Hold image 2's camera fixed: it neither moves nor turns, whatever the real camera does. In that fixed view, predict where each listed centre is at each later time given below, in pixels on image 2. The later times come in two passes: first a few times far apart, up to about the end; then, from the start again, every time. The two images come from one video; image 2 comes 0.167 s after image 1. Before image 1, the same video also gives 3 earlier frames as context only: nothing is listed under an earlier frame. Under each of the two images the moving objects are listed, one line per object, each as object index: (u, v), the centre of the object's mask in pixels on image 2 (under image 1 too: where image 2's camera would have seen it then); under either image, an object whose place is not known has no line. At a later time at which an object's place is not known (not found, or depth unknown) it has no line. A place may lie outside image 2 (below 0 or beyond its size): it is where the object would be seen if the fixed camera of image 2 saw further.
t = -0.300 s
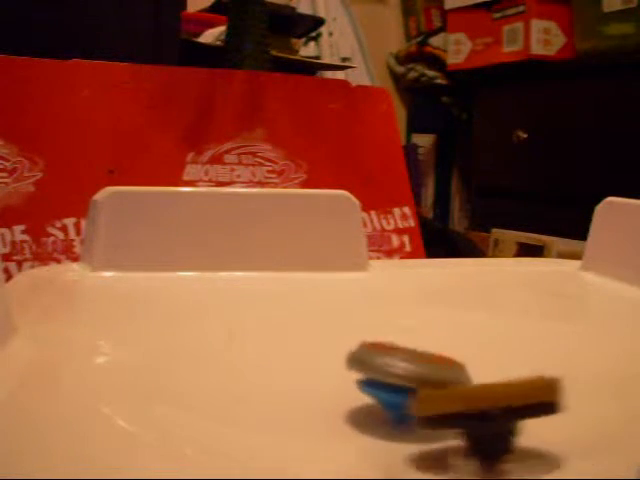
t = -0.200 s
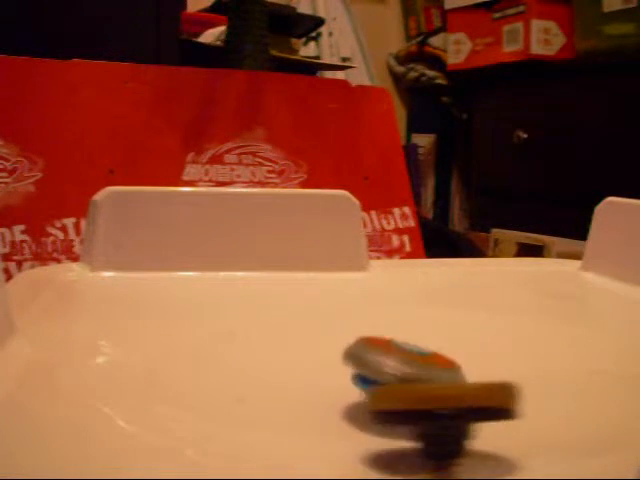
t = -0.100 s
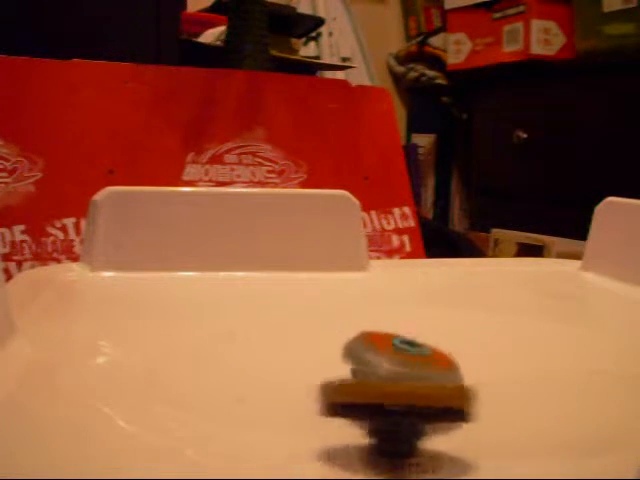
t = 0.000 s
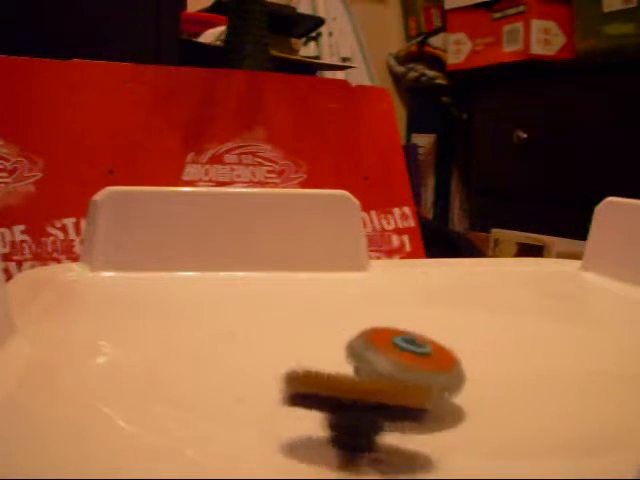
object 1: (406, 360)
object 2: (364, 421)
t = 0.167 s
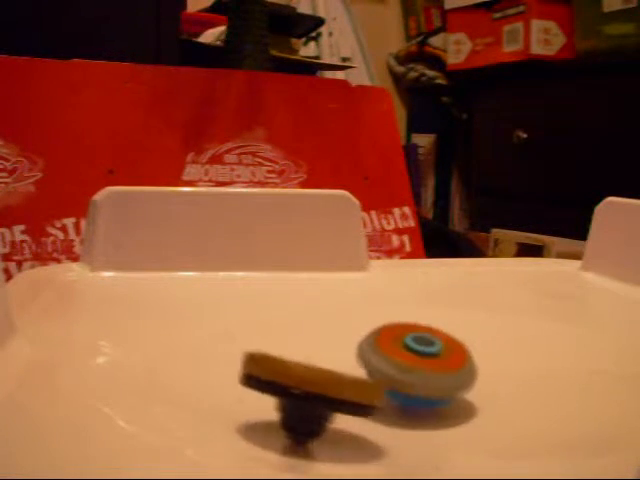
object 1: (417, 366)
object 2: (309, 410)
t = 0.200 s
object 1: (420, 365)
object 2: (302, 407)
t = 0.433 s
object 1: (446, 365)
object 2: (279, 381)
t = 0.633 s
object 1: (465, 368)
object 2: (293, 361)
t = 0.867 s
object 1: (463, 375)
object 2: (337, 346)
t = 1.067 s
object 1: (445, 382)
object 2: (385, 329)
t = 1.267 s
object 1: (424, 382)
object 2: (440, 320)
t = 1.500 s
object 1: (399, 377)
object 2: (492, 332)
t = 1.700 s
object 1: (398, 370)
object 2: (544, 347)
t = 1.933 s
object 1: (419, 365)
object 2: (583, 368)
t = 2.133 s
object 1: (445, 365)
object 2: (580, 386)
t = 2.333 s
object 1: (460, 365)
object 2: (542, 402)
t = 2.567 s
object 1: (440, 329)
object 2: (492, 422)
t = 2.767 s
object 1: (417, 335)
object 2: (466, 426)
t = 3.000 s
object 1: (392, 344)
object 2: (372, 411)
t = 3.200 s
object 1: (423, 352)
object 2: (243, 351)
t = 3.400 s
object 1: (432, 358)
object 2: (245, 334)
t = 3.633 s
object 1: (477, 375)
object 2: (335, 330)
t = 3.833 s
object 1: (547, 397)
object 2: (384, 312)
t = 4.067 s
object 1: (494, 391)
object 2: (493, 324)
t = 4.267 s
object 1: (457, 381)
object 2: (599, 342)
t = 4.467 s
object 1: (396, 366)
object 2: (595, 353)
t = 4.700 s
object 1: (361, 354)
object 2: (525, 389)
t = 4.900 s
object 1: (375, 360)
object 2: (507, 419)
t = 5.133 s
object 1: (405, 369)
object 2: (490, 430)
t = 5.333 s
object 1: (481, 360)
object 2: (451, 423)
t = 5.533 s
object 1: (529, 375)
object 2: (396, 403)
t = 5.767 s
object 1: (507, 379)
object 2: (353, 374)
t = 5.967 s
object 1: (468, 382)
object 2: (339, 341)
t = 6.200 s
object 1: (395, 391)
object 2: (351, 326)
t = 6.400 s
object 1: (367, 390)
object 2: (387, 322)
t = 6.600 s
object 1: (384, 392)
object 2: (447, 353)
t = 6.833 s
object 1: (377, 376)
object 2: (578, 385)
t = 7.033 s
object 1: (357, 359)
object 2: (596, 394)
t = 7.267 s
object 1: (360, 362)
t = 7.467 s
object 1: (353, 368)
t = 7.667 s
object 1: (328, 344)
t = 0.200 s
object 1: (420, 365)
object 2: (302, 407)
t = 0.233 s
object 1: (423, 365)
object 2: (297, 403)
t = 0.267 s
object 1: (426, 365)
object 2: (292, 400)
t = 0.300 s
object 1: (429, 365)
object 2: (288, 396)
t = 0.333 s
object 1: (433, 365)
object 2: (285, 392)
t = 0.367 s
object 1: (437, 365)
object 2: (282, 389)
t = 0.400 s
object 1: (442, 365)
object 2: (280, 385)
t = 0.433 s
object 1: (446, 365)
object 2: (279, 381)
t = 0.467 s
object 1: (450, 365)
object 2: (280, 378)
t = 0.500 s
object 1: (454, 366)
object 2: (281, 374)
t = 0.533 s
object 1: (457, 366)
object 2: (283, 371)
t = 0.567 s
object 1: (460, 367)
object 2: (285, 367)
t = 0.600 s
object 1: (462, 367)
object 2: (289, 364)
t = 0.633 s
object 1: (465, 368)
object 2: (293, 361)
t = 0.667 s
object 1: (466, 369)
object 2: (298, 359)
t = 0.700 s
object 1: (466, 370)
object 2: (303, 356)
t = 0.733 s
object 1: (466, 371)
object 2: (309, 354)
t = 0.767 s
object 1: (466, 371)
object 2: (315, 352)
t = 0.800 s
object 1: (465, 372)
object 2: (322, 350)
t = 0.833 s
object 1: (464, 373)
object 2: (329, 348)
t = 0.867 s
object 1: (463, 375)
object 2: (337, 346)
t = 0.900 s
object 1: (461, 375)
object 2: (345, 344)
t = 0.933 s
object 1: (459, 376)
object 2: (352, 341)
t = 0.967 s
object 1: (455, 378)
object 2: (360, 339)
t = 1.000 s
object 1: (453, 379)
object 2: (368, 336)
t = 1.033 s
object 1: (449, 380)
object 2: (376, 332)
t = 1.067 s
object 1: (445, 382)
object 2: (385, 329)
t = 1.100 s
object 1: (440, 382)
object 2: (398, 321)
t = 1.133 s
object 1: (437, 383)
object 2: (407, 320)
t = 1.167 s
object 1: (431, 382)
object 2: (415, 319)
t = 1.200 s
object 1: (429, 382)
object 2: (424, 319)
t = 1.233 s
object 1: (426, 383)
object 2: (432, 320)
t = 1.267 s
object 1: (424, 382)
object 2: (440, 320)
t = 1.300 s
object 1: (419, 382)
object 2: (449, 321)
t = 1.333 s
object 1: (415, 382)
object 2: (457, 322)
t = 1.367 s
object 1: (411, 382)
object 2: (464, 324)
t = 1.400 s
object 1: (406, 380)
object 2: (471, 325)
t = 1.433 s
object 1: (404, 380)
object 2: (478, 327)
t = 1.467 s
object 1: (401, 378)
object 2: (485, 329)
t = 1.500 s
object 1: (399, 377)
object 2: (492, 332)
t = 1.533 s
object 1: (398, 376)
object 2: (500, 334)
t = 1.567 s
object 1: (396, 375)
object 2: (509, 337)
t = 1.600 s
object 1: (395, 374)
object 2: (518, 339)
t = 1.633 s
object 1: (396, 372)
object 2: (526, 342)
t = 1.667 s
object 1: (397, 371)
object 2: (535, 345)
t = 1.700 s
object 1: (398, 370)
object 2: (544, 347)
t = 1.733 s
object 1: (400, 368)
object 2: (552, 350)
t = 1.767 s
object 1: (402, 367)
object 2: (560, 353)
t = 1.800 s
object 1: (404, 366)
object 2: (567, 357)
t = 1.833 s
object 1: (408, 366)
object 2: (573, 360)
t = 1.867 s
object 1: (411, 365)
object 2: (578, 362)
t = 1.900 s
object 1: (415, 365)
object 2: (581, 365)
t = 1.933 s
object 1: (419, 365)
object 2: (583, 368)
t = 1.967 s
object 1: (422, 365)
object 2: (584, 371)
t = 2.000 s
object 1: (427, 365)
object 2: (585, 375)
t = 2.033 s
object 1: (430, 364)
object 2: (585, 378)
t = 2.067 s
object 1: (435, 364)
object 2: (584, 381)
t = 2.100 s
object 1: (440, 365)
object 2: (582, 384)
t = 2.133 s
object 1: (445, 365)
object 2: (580, 386)
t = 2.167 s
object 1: (449, 365)
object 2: (577, 389)
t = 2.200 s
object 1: (453, 365)
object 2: (574, 391)
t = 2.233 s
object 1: (455, 366)
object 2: (568, 394)
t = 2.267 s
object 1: (458, 366)
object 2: (560, 397)
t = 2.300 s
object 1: (459, 366)
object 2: (551, 400)
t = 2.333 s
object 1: (460, 365)
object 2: (542, 402)
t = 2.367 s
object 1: (461, 364)
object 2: (531, 405)
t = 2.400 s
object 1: (462, 362)
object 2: (519, 410)
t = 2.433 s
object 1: (459, 356)
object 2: (515, 417)
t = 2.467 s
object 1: (453, 349)
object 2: (508, 422)
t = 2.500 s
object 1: (447, 338)
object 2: (501, 423)
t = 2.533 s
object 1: (443, 332)
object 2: (495, 423)
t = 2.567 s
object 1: (440, 329)
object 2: (492, 422)
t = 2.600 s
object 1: (436, 327)
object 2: (491, 422)
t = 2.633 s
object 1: (433, 328)
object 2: (490, 422)
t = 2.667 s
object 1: (430, 329)
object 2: (488, 421)
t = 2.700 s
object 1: (426, 330)
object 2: (484, 421)
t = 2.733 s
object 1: (422, 333)
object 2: (478, 421)
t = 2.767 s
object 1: (417, 335)
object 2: (466, 426)
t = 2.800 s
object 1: (413, 336)
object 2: (456, 427)
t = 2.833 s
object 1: (409, 338)
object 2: (438, 422)
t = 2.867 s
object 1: (404, 340)
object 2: (428, 425)
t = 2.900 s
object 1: (401, 342)
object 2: (415, 424)
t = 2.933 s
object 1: (397, 343)
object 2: (403, 422)
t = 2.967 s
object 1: (394, 344)
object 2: (387, 417)
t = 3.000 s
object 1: (392, 344)
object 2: (372, 411)
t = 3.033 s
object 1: (391, 345)
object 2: (360, 404)
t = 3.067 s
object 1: (394, 344)
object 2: (332, 394)
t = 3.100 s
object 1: (403, 349)
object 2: (304, 383)
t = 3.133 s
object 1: (412, 350)
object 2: (278, 373)
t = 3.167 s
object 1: (419, 351)
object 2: (258, 362)
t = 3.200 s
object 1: (423, 352)
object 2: (243, 351)
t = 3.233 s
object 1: (426, 353)
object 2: (235, 343)
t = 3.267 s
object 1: (429, 354)
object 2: (231, 337)
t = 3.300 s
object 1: (430, 355)
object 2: (231, 333)
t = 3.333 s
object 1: (431, 356)
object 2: (232, 331)
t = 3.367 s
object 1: (432, 357)
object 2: (237, 332)
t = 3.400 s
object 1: (432, 358)
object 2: (245, 334)
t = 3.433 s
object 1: (433, 360)
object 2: (256, 336)
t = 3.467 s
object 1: (434, 361)
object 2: (270, 339)
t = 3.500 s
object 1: (435, 362)
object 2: (285, 343)
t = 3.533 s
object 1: (435, 363)
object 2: (303, 346)
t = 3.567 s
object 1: (435, 364)
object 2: (324, 348)
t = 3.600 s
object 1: (449, 366)
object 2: (333, 340)
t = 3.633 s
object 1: (477, 375)
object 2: (335, 330)
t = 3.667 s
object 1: (503, 383)
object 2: (340, 322)
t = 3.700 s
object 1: (523, 389)
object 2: (348, 315)
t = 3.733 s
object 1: (538, 392)
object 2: (358, 312)
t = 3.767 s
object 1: (547, 394)
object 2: (367, 310)
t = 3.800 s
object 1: (549, 395)
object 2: (376, 311)
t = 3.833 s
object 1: (547, 397)
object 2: (384, 312)
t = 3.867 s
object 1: (542, 396)
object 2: (394, 316)
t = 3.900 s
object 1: (537, 397)
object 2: (405, 320)
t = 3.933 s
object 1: (529, 396)
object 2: (419, 325)
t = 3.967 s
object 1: (520, 397)
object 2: (435, 330)
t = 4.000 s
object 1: (514, 394)
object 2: (451, 332)
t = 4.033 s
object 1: (503, 392)
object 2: (468, 329)
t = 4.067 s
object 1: (494, 391)
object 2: (493, 324)
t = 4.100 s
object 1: (491, 387)
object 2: (521, 329)
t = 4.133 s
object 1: (481, 388)
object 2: (544, 336)
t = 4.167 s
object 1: (477, 385)
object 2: (563, 341)
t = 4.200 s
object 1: (471, 384)
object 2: (580, 343)
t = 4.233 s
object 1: (464, 383)
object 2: (591, 344)
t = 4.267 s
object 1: (457, 381)
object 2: (599, 342)
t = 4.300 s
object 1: (446, 379)
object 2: (603, 343)
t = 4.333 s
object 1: (437, 376)
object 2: (606, 342)
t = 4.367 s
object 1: (426, 374)
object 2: (606, 344)
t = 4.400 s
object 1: (416, 372)
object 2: (603, 346)
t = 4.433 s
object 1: (406, 368)
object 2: (600, 349)
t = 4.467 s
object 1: (396, 366)
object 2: (595, 353)
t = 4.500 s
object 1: (388, 363)
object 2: (588, 358)
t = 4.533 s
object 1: (381, 360)
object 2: (581, 362)
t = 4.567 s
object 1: (376, 358)
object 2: (568, 367)
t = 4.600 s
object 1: (368, 356)
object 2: (554, 372)
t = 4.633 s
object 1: (364, 355)
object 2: (542, 377)
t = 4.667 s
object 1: (362, 354)
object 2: (533, 383)
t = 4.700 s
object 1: (361, 354)
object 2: (525, 389)
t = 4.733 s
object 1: (362, 353)
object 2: (519, 394)
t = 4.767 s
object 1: (364, 355)
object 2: (515, 400)
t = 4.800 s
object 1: (366, 354)
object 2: (512, 405)
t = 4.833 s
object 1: (367, 355)
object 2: (510, 411)
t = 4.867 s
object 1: (371, 357)
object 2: (509, 415)
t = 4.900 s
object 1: (375, 360)
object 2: (507, 419)
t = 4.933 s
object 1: (378, 362)
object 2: (505, 423)
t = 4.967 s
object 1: (381, 365)
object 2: (504, 425)
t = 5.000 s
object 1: (385, 367)
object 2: (503, 427)
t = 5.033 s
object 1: (389, 369)
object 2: (502, 428)
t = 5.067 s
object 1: (394, 370)
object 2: (499, 429)
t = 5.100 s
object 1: (399, 369)
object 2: (494, 429)
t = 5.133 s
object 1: (405, 369)
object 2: (490, 430)
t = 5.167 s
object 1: (415, 366)
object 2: (486, 419)
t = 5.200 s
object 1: (427, 363)
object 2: (479, 419)
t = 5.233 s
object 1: (441, 361)
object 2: (472, 419)
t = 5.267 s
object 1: (454, 360)
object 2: (462, 427)
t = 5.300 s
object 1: (469, 359)
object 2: (456, 426)
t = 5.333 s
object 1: (481, 360)
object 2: (451, 423)
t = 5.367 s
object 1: (498, 366)
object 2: (440, 421)
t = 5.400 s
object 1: (509, 372)
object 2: (428, 413)
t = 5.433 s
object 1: (515, 376)
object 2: (419, 414)
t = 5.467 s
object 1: (521, 375)
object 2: (410, 408)
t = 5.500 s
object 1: (525, 377)
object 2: (402, 405)
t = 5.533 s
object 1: (529, 375)
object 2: (396, 403)
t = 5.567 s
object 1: (531, 374)
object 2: (389, 398)
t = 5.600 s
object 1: (531, 374)
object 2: (383, 408)
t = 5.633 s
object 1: (529, 373)
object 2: (376, 401)
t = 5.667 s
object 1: (526, 375)
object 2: (370, 395)
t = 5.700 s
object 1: (521, 374)
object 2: (364, 388)
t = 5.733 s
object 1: (514, 375)
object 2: (358, 381)
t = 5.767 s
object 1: (507, 379)
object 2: (353, 374)
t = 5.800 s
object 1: (500, 381)
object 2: (349, 367)
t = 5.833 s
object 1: (496, 379)
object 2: (346, 360)
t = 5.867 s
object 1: (490, 381)
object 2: (343, 354)
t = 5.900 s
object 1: (484, 380)
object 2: (341, 348)
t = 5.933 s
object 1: (477, 381)
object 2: (340, 344)
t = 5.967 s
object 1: (468, 382)
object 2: (339, 341)
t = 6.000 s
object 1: (459, 382)
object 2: (340, 338)
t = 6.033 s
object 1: (449, 383)
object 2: (341, 336)
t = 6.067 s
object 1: (438, 385)
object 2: (342, 333)
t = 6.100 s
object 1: (426, 386)
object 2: (344, 331)
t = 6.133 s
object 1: (417, 389)
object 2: (346, 330)
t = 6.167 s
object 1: (406, 390)
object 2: (348, 327)
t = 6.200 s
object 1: (395, 391)
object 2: (351, 326)
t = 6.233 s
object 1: (387, 392)
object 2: (355, 324)
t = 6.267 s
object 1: (380, 393)
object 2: (359, 323)
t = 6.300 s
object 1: (374, 394)
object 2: (364, 323)
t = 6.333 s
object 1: (370, 393)
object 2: (370, 323)
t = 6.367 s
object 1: (368, 392)
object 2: (379, 320)
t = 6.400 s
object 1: (367, 390)
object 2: (387, 322)
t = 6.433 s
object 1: (368, 391)
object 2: (396, 325)
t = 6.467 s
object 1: (364, 390)
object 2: (406, 326)
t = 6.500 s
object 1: (370, 389)
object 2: (418, 334)
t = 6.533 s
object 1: (376, 389)
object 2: (427, 339)
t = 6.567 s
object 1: (380, 390)
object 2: (437, 346)
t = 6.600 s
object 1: (384, 392)
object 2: (447, 353)
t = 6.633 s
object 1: (387, 391)
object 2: (461, 361)
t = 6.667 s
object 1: (387, 390)
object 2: (478, 369)
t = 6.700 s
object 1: (384, 388)
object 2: (500, 375)
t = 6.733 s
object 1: (384, 386)
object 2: (523, 379)
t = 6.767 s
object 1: (383, 383)
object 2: (545, 381)
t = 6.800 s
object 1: (380, 380)
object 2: (565, 383)
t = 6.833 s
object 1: (377, 376)
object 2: (578, 385)
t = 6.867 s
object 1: (373, 372)
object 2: (584, 386)
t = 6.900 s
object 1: (369, 368)
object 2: (589, 388)
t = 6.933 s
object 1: (366, 365)
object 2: (592, 389)
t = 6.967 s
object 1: (362, 362)
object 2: (594, 391)
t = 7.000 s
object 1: (359, 360)
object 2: (595, 392)
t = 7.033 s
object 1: (357, 359)
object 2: (596, 394)
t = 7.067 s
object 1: (356, 359)
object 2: (595, 396)
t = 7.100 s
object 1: (355, 358)
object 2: (594, 397)
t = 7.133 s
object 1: (356, 358)
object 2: (593, 399)
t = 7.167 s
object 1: (356, 358)
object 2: (592, 400)
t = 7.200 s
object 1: (358, 359)
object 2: (589, 402)
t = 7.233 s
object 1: (359, 361)
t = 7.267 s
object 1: (360, 362)
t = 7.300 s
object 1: (362, 363)
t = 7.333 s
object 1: (363, 364)
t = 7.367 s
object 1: (363, 365)
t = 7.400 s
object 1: (361, 366)
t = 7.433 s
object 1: (358, 368)
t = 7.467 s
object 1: (353, 368)
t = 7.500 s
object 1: (347, 368)
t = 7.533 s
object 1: (333, 362)
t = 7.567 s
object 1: (328, 353)
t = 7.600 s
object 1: (325, 346)
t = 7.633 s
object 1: (327, 343)
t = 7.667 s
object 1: (328, 344)
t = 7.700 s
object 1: (335, 342)
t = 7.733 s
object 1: (341, 343)
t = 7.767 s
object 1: (349, 344)
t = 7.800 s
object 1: (355, 344)
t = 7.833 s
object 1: (361, 344)
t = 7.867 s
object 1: (369, 343)
